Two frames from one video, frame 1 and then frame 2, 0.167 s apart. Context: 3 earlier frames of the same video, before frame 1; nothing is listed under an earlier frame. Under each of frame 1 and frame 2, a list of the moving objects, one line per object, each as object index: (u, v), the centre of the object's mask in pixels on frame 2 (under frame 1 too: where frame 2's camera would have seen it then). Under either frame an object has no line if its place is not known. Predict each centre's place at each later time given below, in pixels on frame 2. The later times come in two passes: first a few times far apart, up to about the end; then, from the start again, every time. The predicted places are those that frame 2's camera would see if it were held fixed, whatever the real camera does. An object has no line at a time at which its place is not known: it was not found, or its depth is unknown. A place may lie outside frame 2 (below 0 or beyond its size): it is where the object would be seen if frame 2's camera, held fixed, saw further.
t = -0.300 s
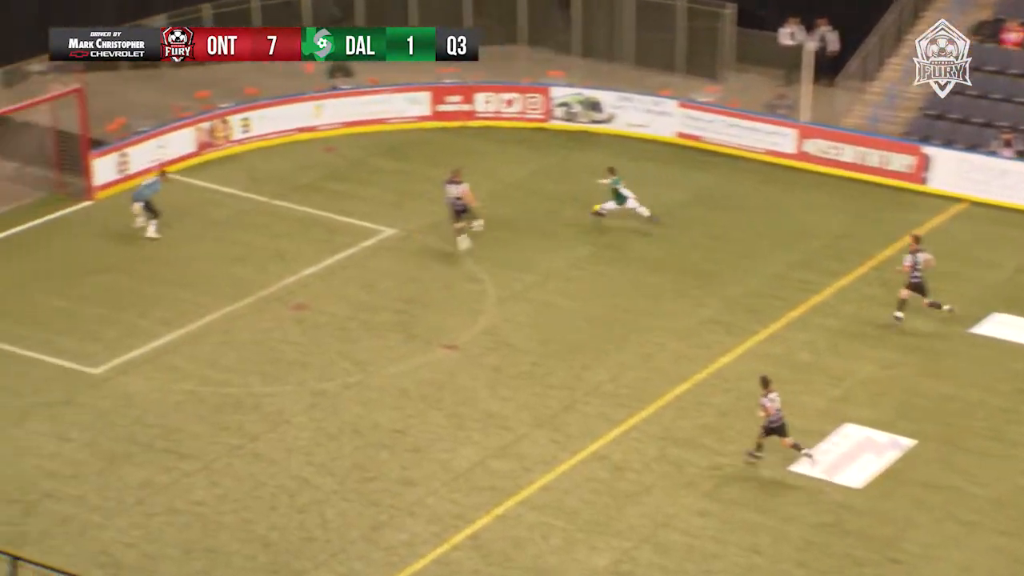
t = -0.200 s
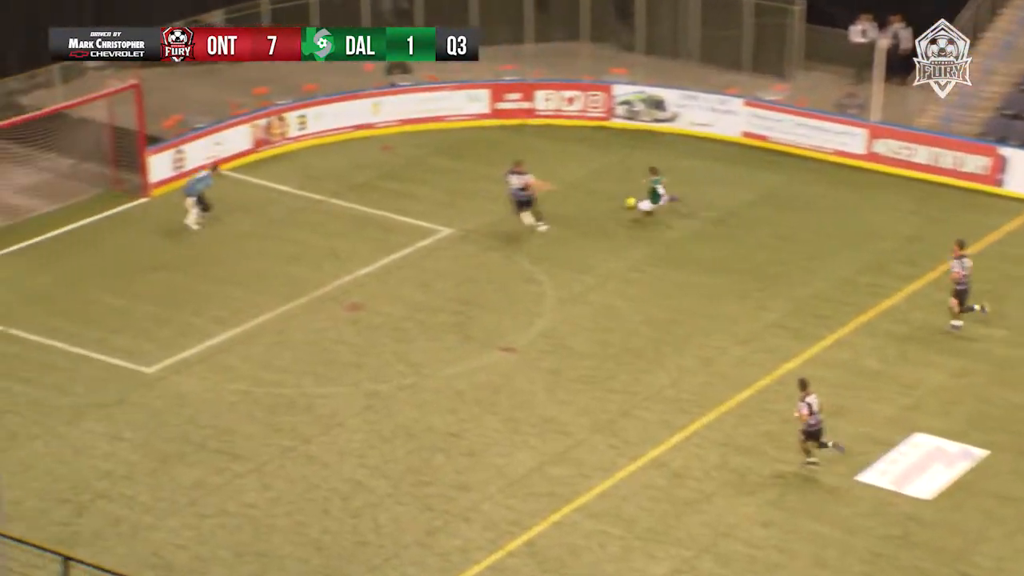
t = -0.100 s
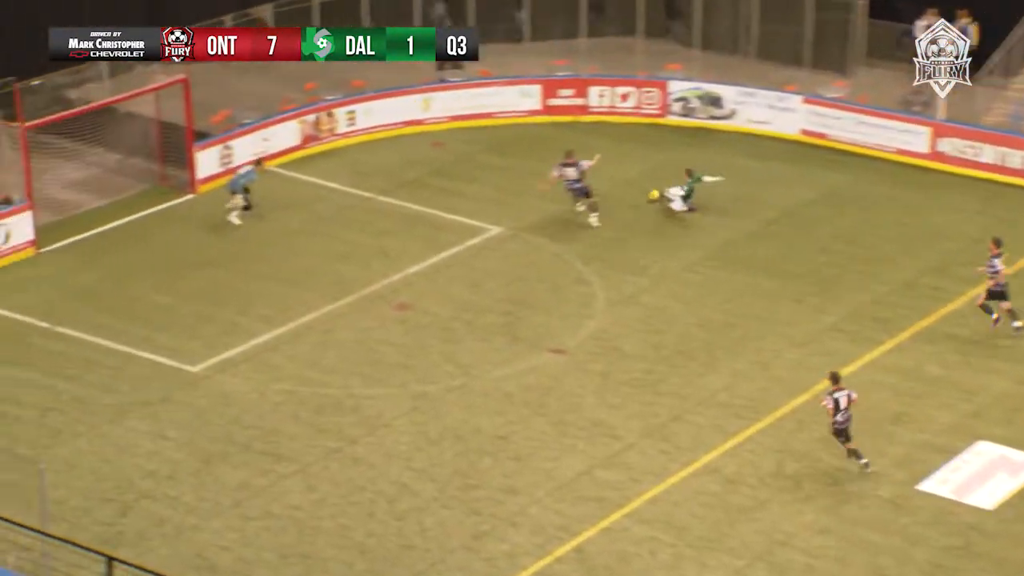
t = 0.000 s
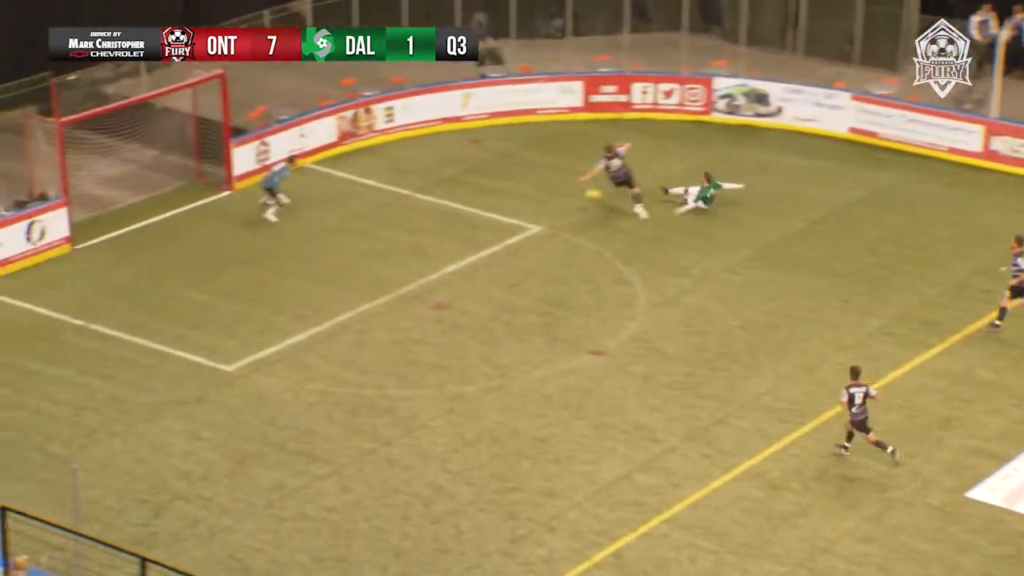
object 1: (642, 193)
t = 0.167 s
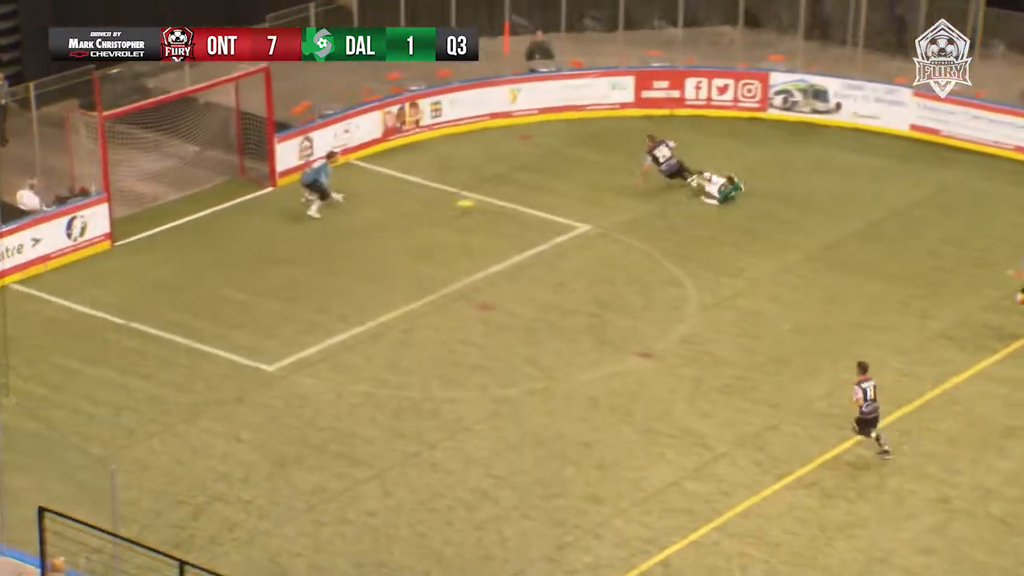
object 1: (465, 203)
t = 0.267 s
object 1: (358, 216)
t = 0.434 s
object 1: (198, 221)
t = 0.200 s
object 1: (429, 207)
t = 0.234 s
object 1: (394, 211)
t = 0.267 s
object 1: (358, 216)
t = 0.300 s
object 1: (328, 216)
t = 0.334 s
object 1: (294, 217)
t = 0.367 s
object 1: (262, 217)
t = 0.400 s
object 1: (229, 219)
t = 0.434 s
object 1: (198, 221)
